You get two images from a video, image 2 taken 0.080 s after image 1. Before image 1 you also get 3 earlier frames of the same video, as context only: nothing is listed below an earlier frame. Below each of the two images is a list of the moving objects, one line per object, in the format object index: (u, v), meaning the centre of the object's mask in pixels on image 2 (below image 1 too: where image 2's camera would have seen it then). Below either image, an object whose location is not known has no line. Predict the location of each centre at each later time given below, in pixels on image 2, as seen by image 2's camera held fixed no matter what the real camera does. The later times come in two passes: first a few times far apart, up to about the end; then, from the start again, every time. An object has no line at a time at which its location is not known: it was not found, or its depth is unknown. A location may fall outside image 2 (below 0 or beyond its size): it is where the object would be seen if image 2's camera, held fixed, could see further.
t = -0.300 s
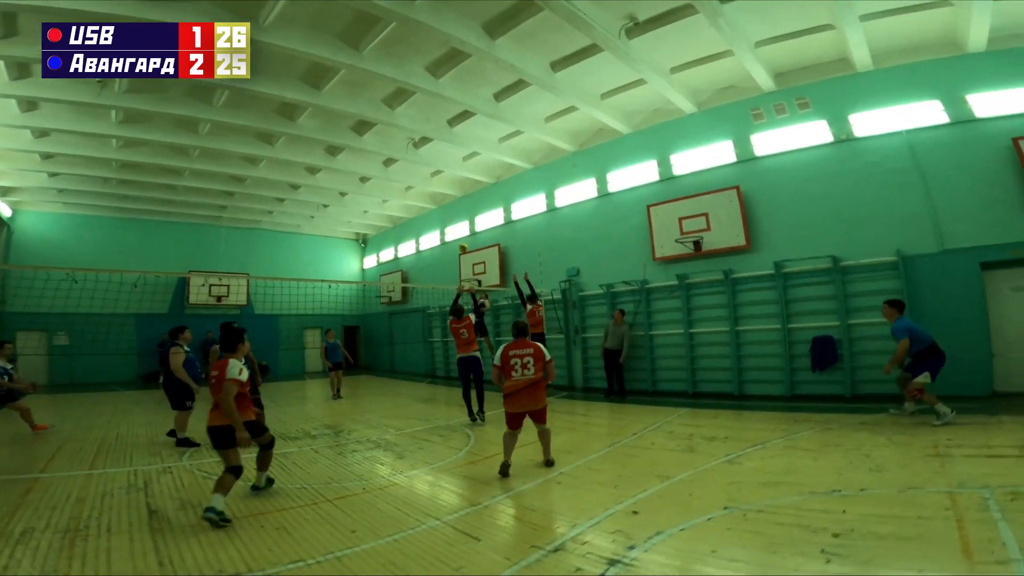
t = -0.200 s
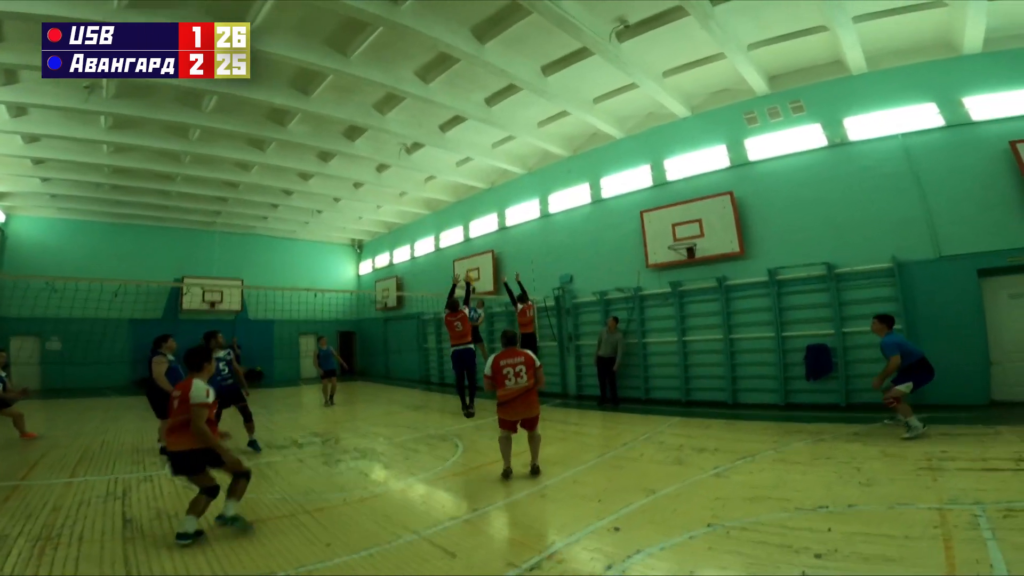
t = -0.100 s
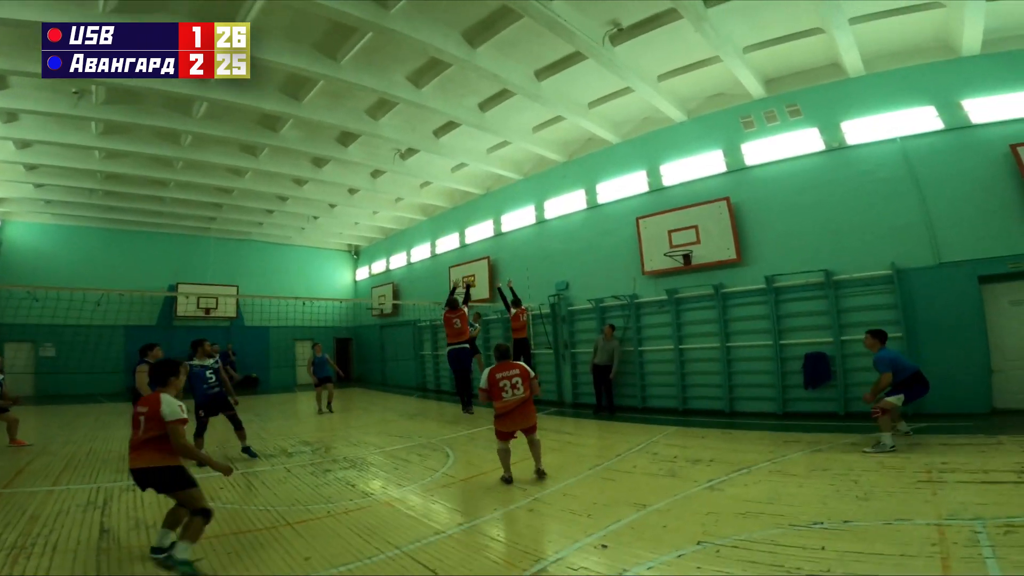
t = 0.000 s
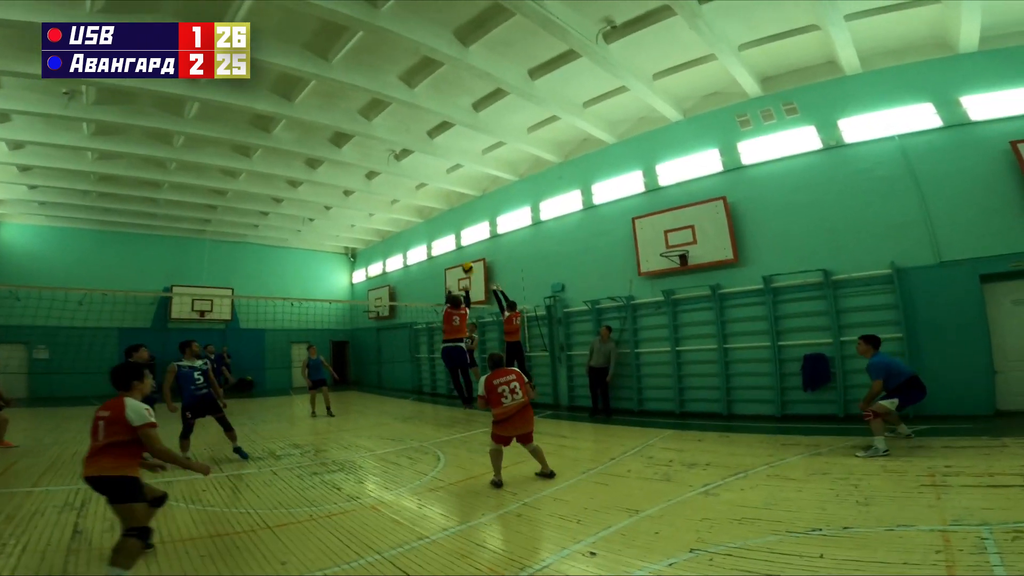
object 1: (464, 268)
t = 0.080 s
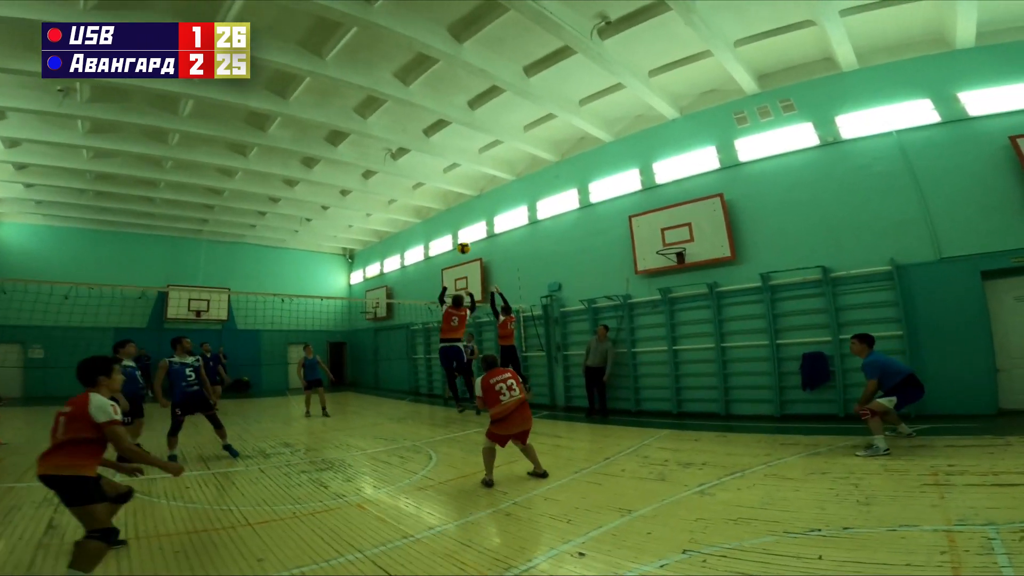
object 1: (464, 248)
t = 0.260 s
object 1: (459, 206)
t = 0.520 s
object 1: (470, 178)
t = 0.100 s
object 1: (463, 243)
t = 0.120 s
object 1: (463, 237)
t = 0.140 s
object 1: (462, 232)
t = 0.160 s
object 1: (462, 227)
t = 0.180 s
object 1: (462, 222)
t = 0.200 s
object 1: (462, 219)
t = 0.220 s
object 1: (461, 214)
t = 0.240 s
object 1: (462, 211)
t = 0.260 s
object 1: (459, 206)
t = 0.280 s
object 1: (457, 202)
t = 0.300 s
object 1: (458, 199)
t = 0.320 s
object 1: (460, 197)
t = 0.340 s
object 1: (462, 195)
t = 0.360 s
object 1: (463, 192)
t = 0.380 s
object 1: (463, 190)
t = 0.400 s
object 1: (464, 188)
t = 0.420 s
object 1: (465, 186)
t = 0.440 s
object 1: (465, 184)
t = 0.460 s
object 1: (466, 182)
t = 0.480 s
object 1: (467, 180)
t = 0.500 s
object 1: (468, 179)
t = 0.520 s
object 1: (470, 178)
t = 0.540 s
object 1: (471, 177)
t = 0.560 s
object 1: (473, 176)
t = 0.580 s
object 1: (474, 174)
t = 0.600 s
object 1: (476, 172)
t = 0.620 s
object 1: (477, 170)
